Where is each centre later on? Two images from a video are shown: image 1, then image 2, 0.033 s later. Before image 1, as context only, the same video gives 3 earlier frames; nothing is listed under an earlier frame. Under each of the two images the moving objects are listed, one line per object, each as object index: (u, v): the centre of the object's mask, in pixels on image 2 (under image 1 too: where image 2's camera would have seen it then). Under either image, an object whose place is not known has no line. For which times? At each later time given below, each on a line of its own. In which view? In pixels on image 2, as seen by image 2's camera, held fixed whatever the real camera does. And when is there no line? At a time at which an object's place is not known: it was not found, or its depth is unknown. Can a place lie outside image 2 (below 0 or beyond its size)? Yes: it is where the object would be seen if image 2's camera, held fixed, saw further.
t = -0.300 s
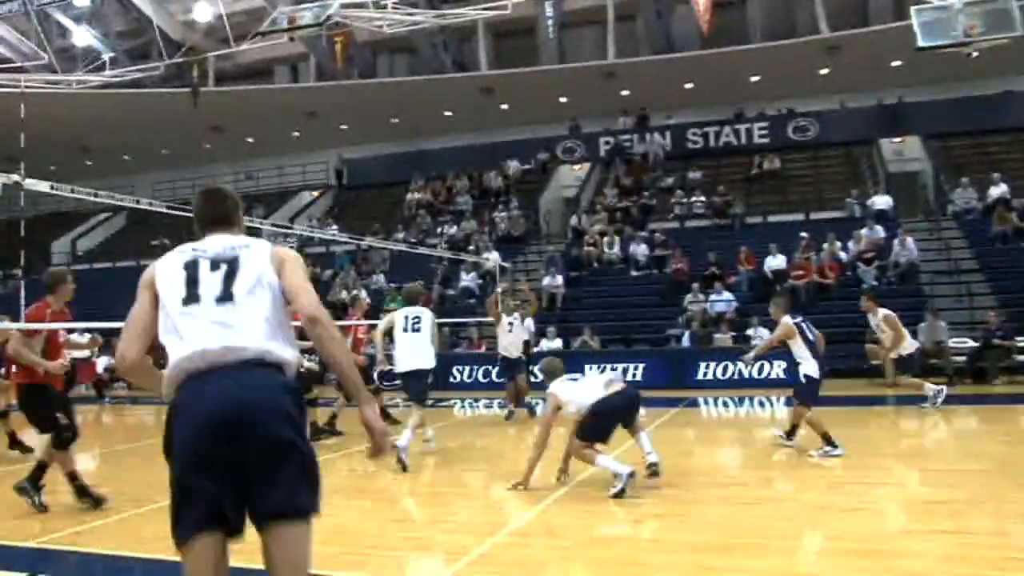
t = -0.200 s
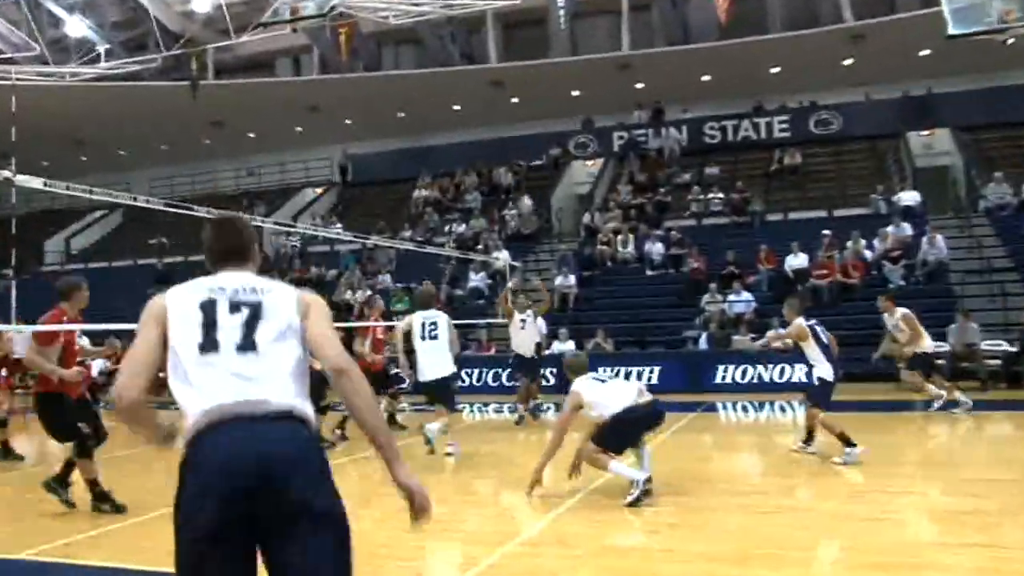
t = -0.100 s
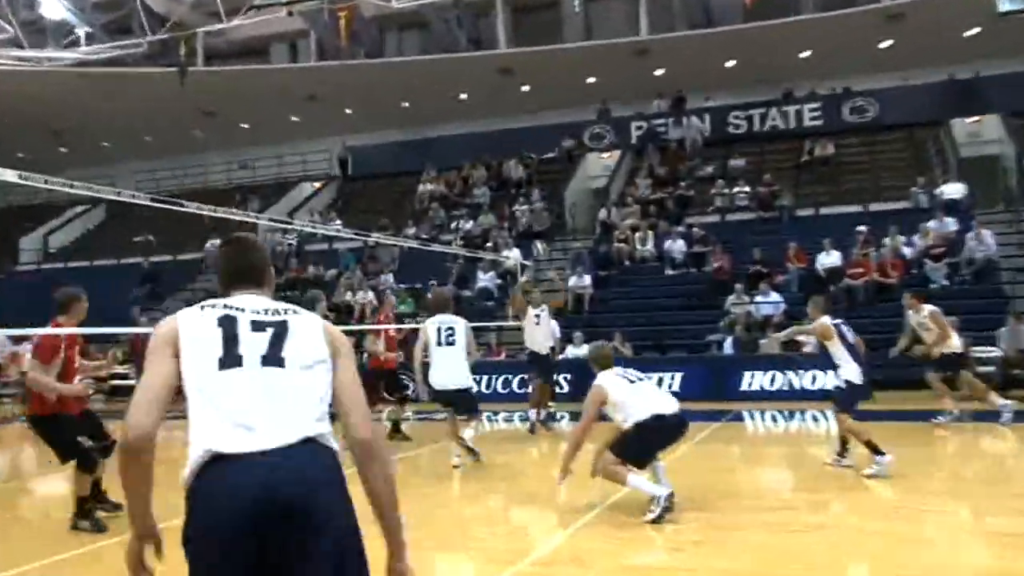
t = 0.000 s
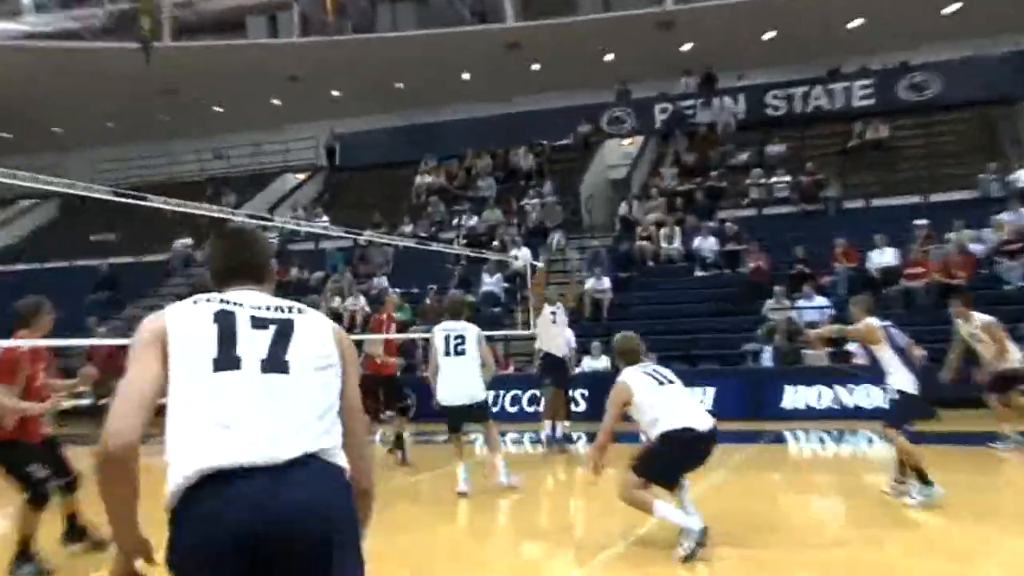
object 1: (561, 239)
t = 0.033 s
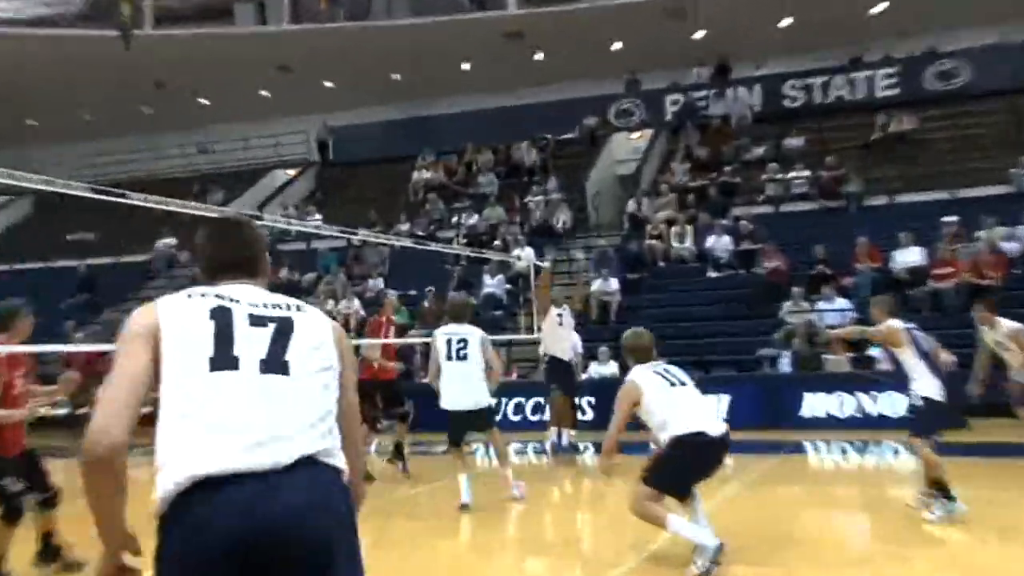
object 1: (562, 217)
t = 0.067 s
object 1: (564, 201)
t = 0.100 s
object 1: (565, 184)
